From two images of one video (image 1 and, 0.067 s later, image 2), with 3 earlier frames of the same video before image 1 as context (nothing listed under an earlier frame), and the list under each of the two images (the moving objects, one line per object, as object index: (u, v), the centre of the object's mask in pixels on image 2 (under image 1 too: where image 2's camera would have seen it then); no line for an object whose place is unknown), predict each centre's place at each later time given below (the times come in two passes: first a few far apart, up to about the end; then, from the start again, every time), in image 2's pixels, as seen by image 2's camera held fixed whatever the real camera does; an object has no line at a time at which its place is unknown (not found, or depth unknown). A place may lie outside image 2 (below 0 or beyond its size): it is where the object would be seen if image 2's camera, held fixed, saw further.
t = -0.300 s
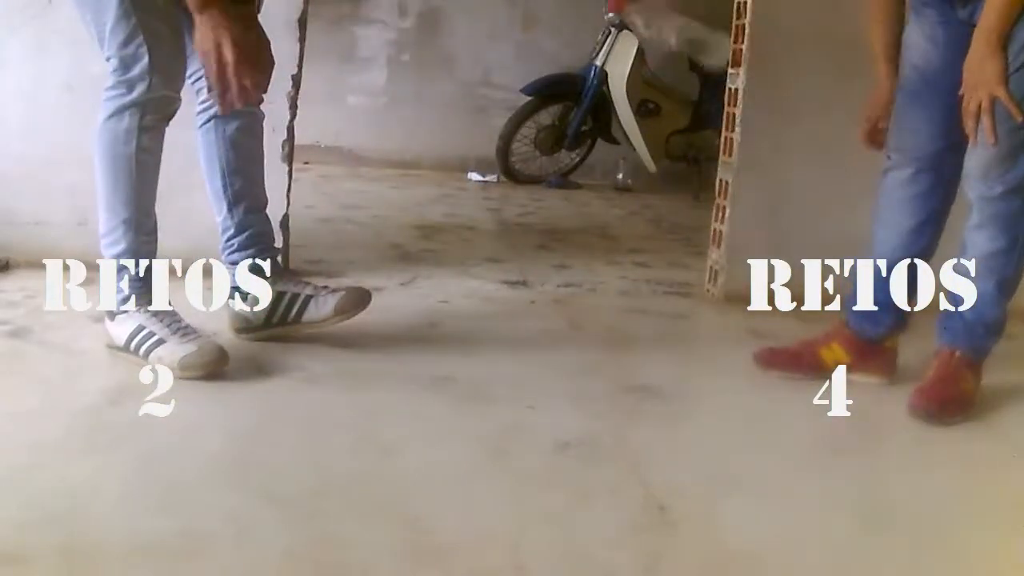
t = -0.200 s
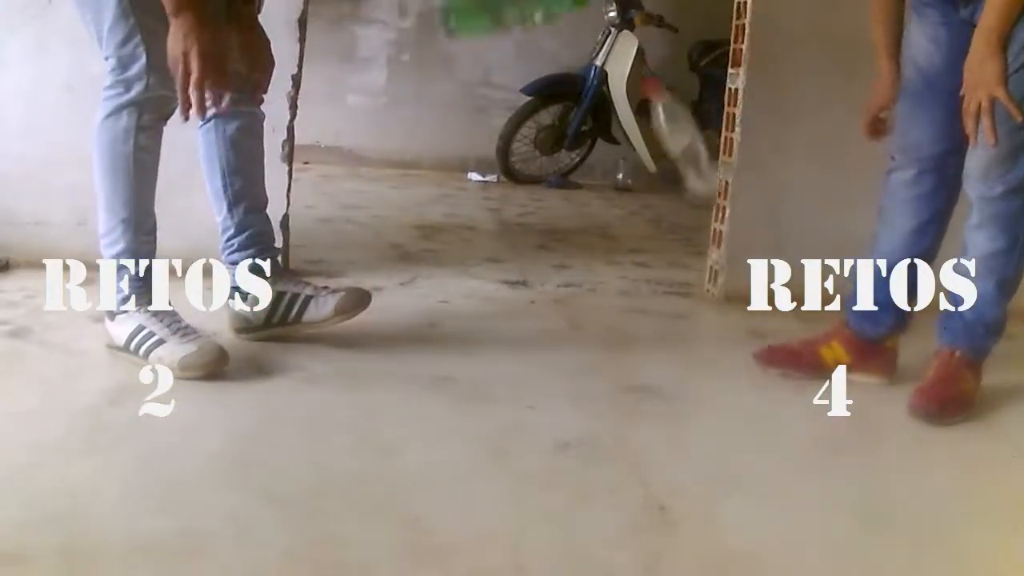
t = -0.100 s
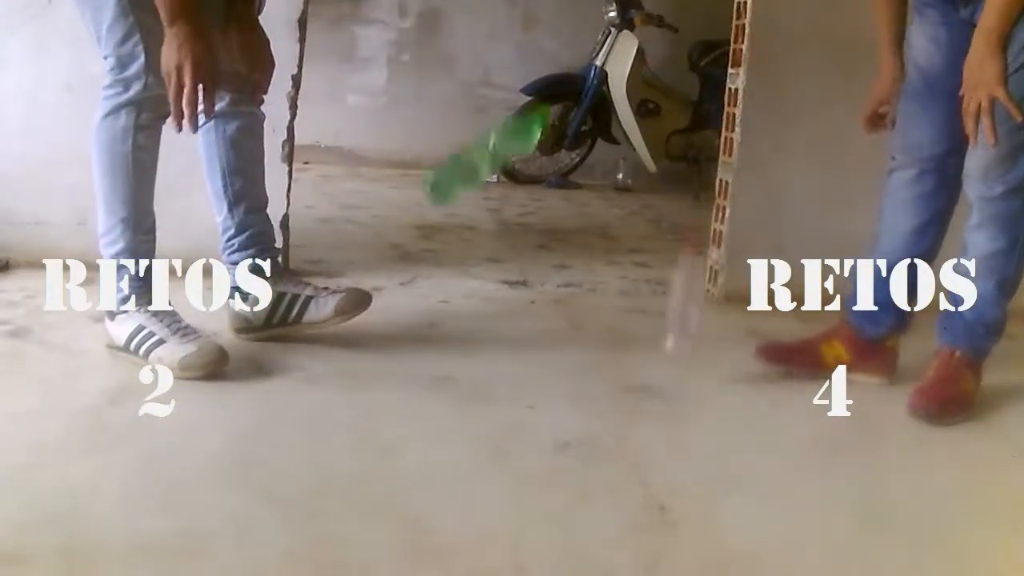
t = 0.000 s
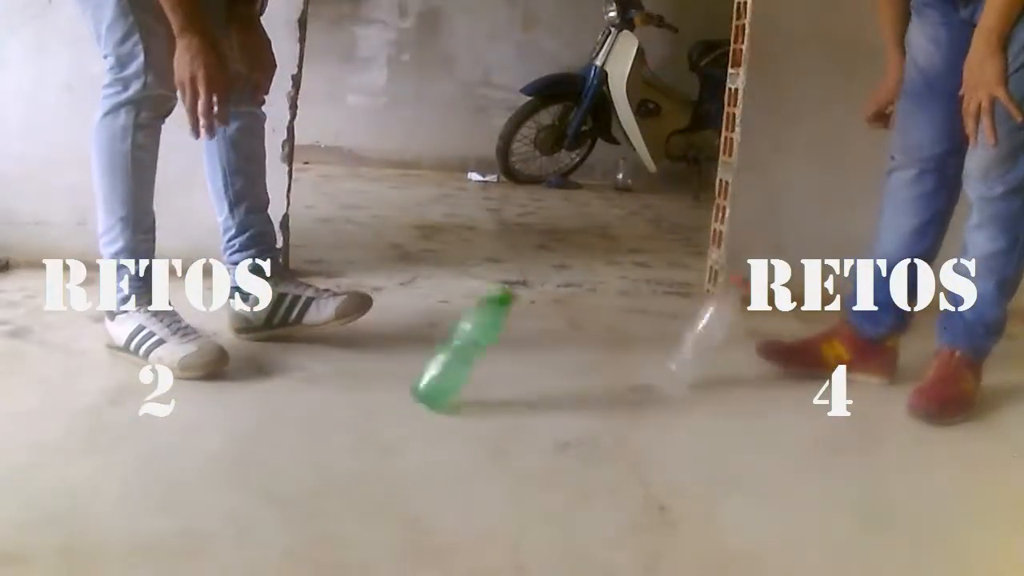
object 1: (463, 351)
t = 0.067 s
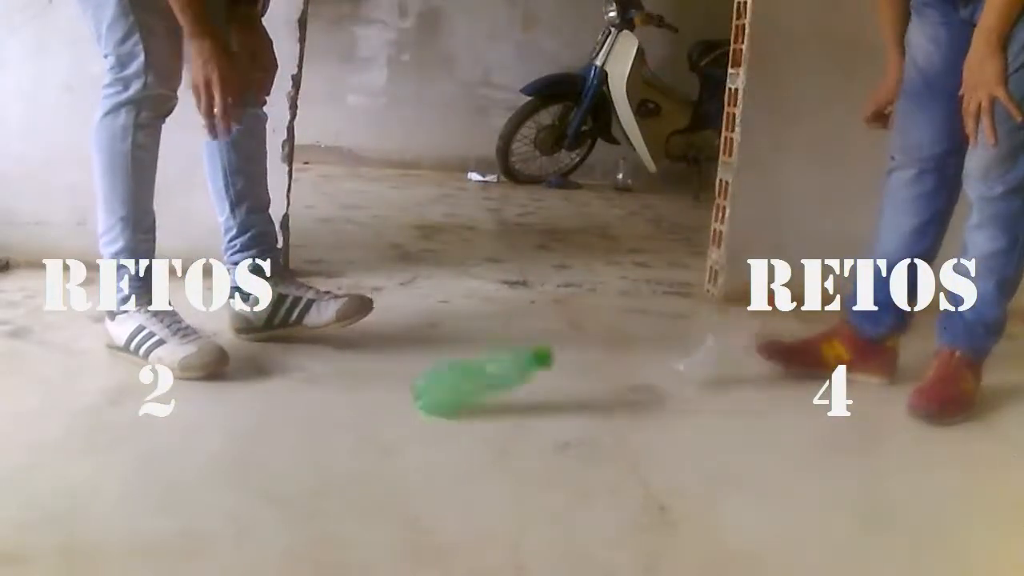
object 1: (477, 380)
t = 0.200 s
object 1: (495, 396)
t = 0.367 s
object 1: (499, 412)
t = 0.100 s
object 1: (485, 397)
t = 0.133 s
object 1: (491, 393)
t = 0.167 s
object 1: (493, 394)
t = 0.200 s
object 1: (495, 396)
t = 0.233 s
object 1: (496, 400)
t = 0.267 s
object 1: (495, 407)
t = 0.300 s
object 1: (495, 409)
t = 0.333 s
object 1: (496, 411)
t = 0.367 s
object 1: (499, 412)
